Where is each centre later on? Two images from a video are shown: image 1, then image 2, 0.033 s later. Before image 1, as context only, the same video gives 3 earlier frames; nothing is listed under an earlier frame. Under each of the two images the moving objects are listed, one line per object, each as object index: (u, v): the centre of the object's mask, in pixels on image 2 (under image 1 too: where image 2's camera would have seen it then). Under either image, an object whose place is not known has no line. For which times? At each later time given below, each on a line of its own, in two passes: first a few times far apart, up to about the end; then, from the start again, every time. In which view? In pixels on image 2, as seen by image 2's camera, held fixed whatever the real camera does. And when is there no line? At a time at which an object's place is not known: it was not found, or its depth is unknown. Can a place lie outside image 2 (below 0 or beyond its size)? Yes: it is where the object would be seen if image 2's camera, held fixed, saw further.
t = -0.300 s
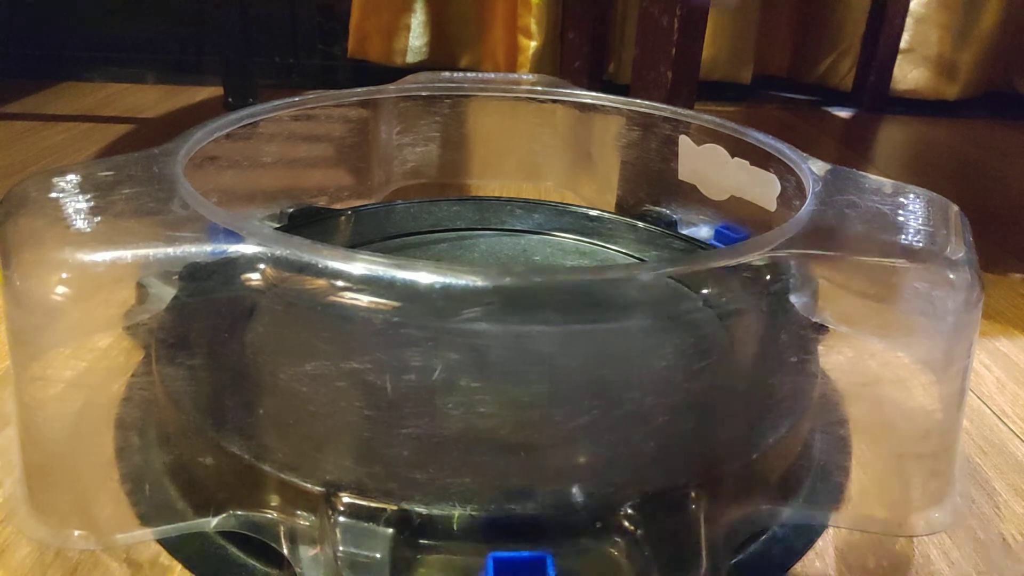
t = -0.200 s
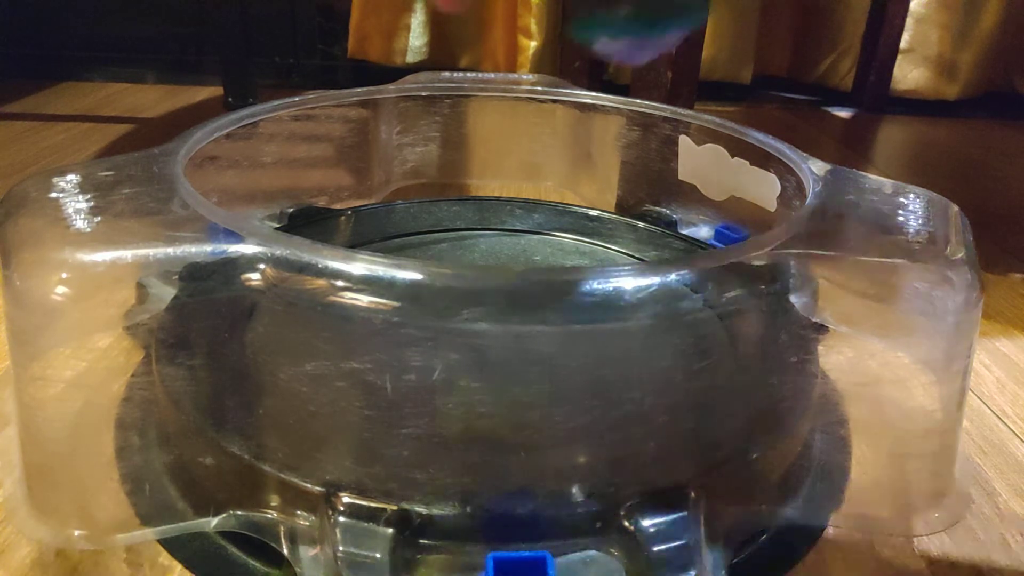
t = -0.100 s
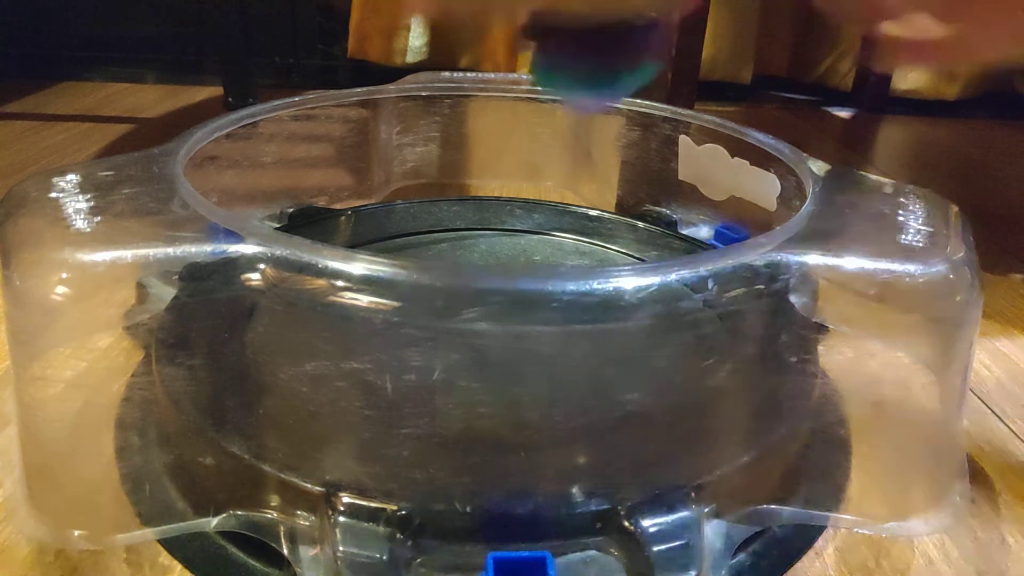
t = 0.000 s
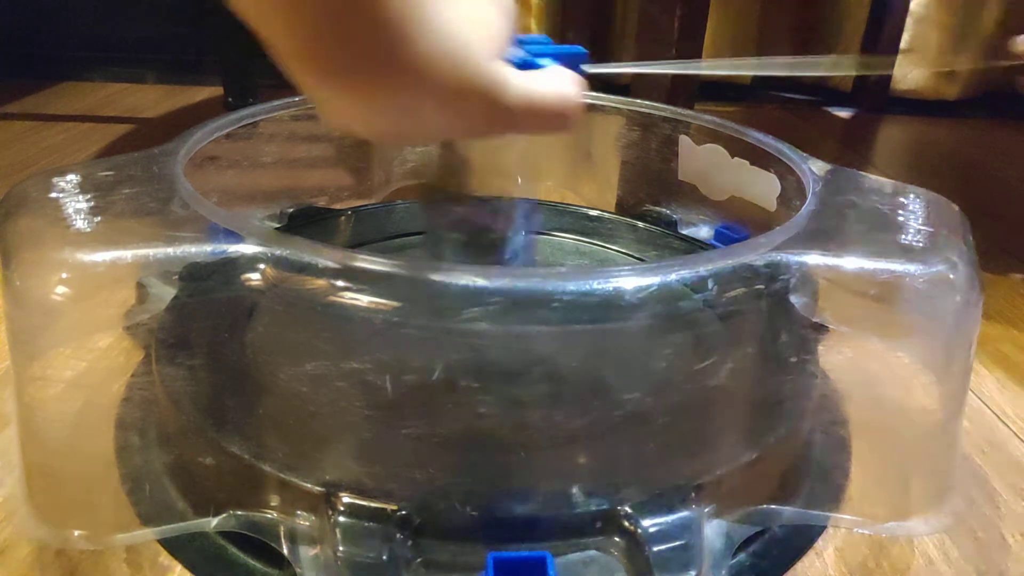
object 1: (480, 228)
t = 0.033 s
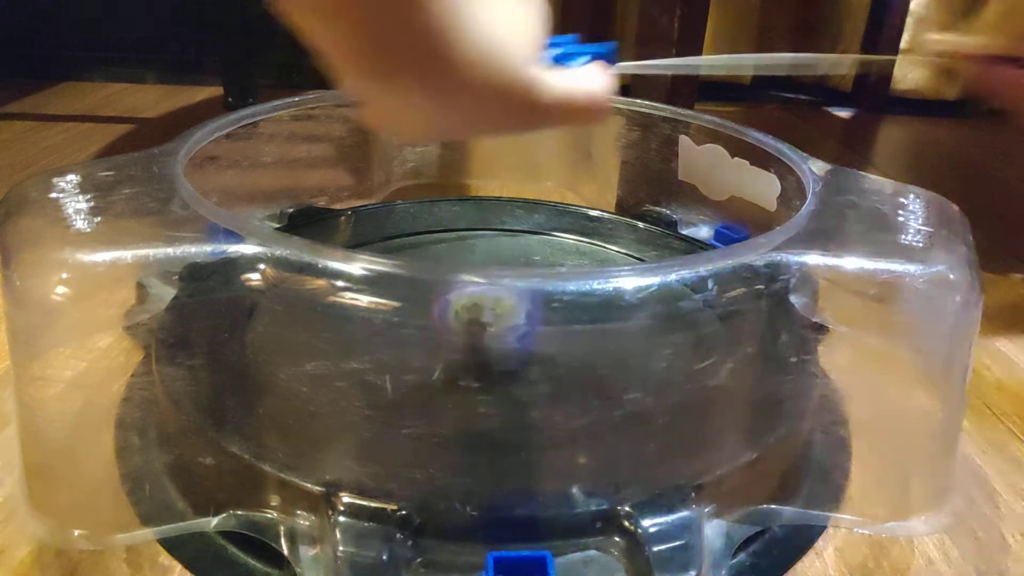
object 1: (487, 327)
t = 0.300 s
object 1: (530, 247)
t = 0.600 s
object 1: (523, 335)
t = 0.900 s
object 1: (522, 328)
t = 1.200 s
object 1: (543, 306)
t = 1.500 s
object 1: (512, 343)
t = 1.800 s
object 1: (523, 331)
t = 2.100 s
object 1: (505, 331)
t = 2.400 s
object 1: (491, 340)
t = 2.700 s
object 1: (501, 322)
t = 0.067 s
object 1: (495, 249)
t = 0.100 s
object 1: (499, 229)
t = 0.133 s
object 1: (505, 212)
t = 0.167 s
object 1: (510, 213)
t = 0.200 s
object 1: (514, 233)
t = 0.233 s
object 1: (514, 268)
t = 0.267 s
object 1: (524, 252)
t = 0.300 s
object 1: (530, 247)
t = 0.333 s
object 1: (534, 250)
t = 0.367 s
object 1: (540, 286)
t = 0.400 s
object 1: (543, 286)
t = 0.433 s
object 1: (541, 294)
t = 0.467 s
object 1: (540, 316)
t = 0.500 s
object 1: (535, 319)
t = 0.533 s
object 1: (530, 322)
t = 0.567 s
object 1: (526, 333)
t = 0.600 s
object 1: (523, 335)
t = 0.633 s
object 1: (520, 339)
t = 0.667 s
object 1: (517, 343)
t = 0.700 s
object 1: (516, 341)
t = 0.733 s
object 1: (514, 341)
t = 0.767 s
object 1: (513, 341)
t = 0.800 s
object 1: (514, 338)
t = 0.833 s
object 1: (518, 334)
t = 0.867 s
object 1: (520, 332)
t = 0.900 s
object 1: (522, 328)
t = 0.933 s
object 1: (525, 324)
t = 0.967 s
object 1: (528, 319)
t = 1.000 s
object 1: (533, 317)
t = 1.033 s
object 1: (537, 312)
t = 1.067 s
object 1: (543, 309)
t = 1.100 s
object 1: (548, 307)
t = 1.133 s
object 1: (549, 306)
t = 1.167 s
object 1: (547, 305)
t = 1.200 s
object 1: (543, 306)
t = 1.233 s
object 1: (533, 307)
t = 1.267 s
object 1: (527, 310)
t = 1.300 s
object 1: (520, 316)
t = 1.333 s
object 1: (514, 319)
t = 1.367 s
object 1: (510, 324)
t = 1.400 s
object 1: (508, 332)
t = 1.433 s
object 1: (507, 336)
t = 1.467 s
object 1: (509, 339)
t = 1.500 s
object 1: (512, 343)
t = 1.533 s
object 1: (513, 345)
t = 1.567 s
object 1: (514, 345)
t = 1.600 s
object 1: (515, 345)
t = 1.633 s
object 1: (515, 344)
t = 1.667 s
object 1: (513, 341)
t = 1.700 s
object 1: (514, 338)
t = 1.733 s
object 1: (517, 336)
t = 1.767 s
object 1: (520, 333)
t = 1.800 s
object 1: (523, 331)
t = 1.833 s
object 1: (523, 331)
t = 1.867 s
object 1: (521, 331)
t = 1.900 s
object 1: (518, 333)
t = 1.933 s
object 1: (515, 333)
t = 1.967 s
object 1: (511, 333)
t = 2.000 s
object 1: (508, 335)
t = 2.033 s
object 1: (506, 334)
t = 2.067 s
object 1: (505, 332)
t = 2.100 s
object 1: (505, 331)
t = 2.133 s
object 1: (503, 329)
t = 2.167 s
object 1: (500, 330)
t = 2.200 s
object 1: (497, 330)
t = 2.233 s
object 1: (493, 331)
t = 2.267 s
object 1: (492, 335)
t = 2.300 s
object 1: (490, 338)
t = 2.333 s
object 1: (491, 340)
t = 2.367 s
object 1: (491, 340)
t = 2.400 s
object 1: (491, 340)
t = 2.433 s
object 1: (490, 341)
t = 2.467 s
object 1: (489, 339)
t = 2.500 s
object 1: (488, 337)
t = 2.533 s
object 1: (490, 333)
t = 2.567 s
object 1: (495, 330)
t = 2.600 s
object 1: (500, 328)
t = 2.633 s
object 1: (502, 325)
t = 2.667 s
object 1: (502, 324)
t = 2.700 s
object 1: (501, 322)
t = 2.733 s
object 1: (497, 323)
